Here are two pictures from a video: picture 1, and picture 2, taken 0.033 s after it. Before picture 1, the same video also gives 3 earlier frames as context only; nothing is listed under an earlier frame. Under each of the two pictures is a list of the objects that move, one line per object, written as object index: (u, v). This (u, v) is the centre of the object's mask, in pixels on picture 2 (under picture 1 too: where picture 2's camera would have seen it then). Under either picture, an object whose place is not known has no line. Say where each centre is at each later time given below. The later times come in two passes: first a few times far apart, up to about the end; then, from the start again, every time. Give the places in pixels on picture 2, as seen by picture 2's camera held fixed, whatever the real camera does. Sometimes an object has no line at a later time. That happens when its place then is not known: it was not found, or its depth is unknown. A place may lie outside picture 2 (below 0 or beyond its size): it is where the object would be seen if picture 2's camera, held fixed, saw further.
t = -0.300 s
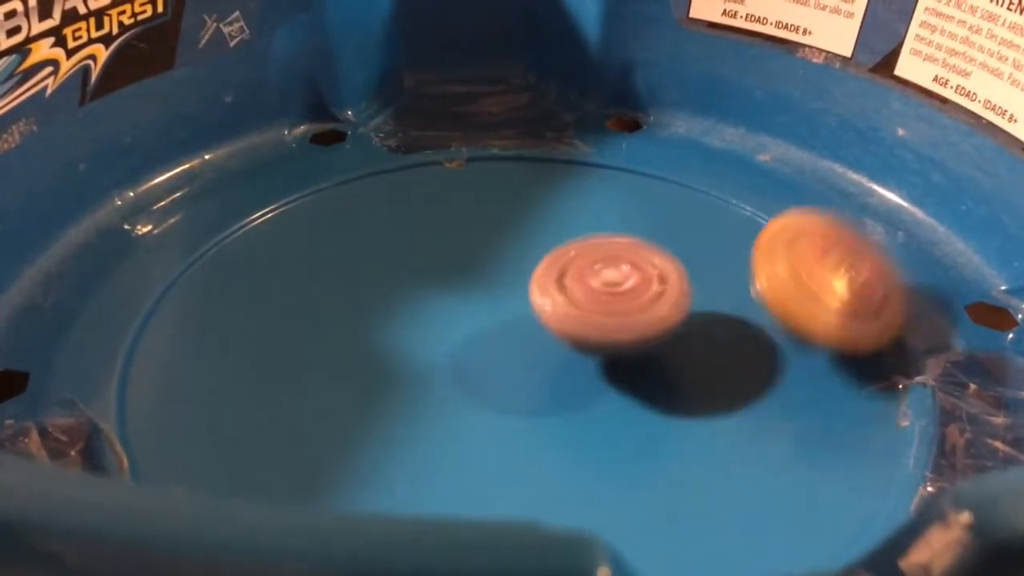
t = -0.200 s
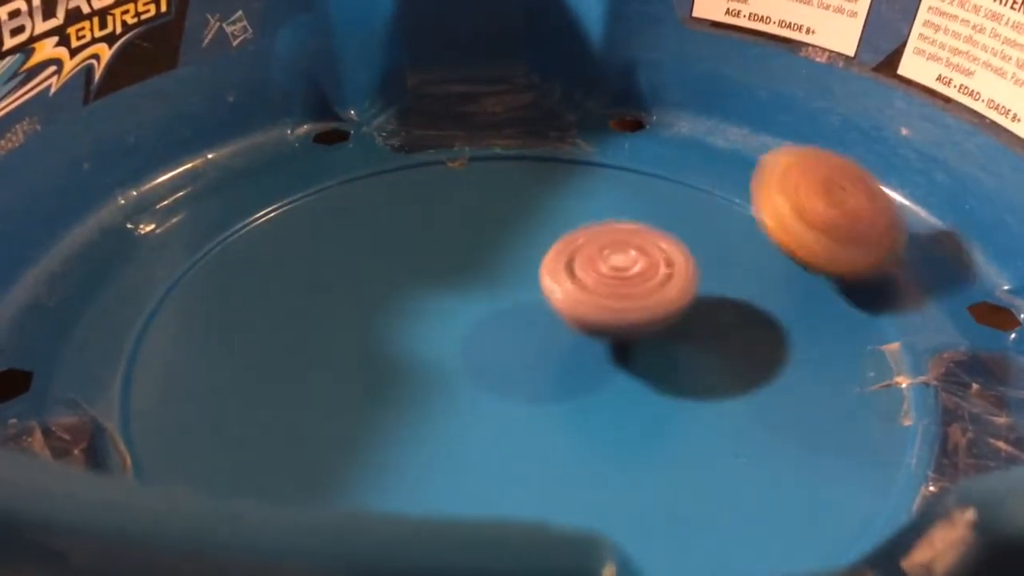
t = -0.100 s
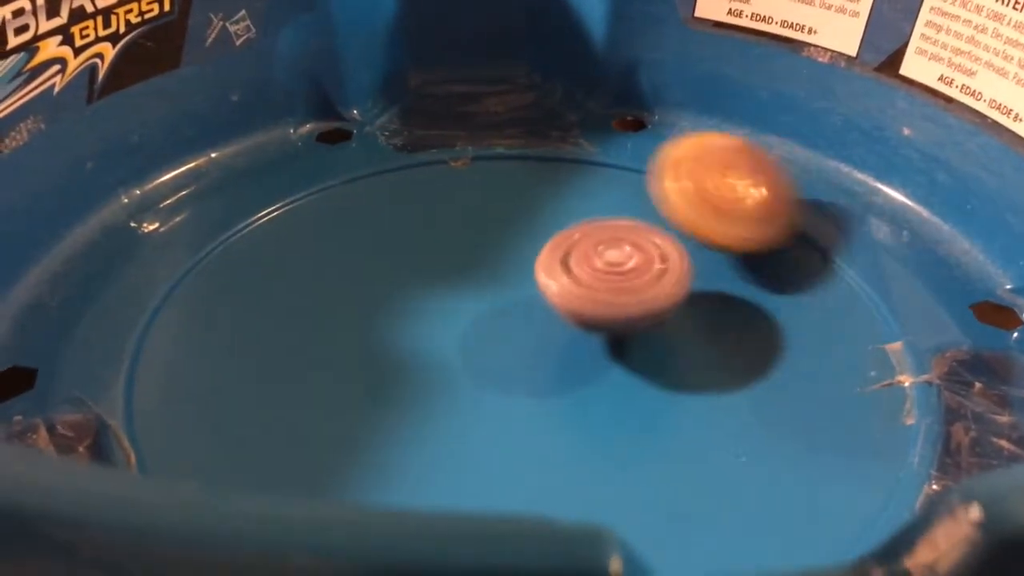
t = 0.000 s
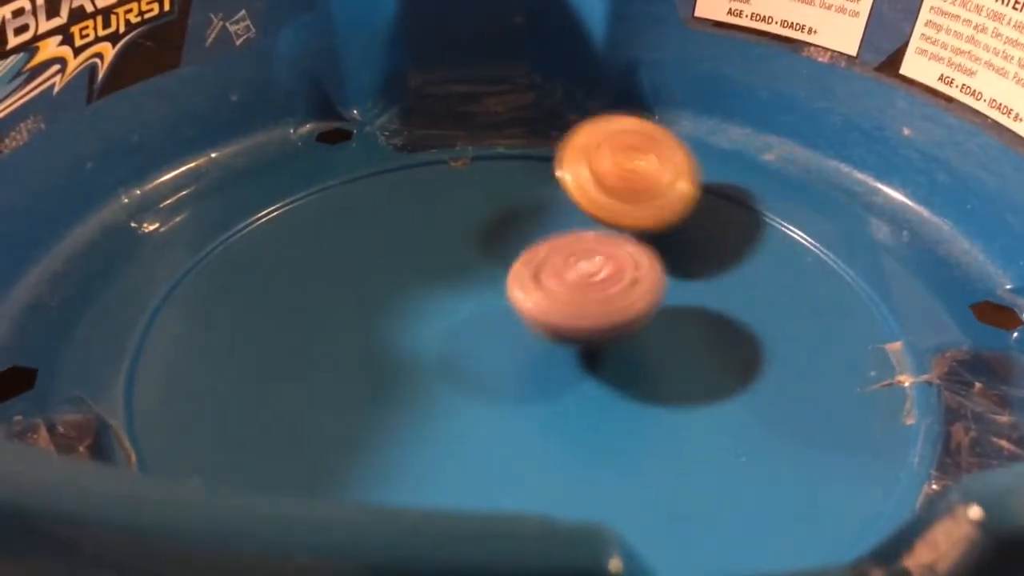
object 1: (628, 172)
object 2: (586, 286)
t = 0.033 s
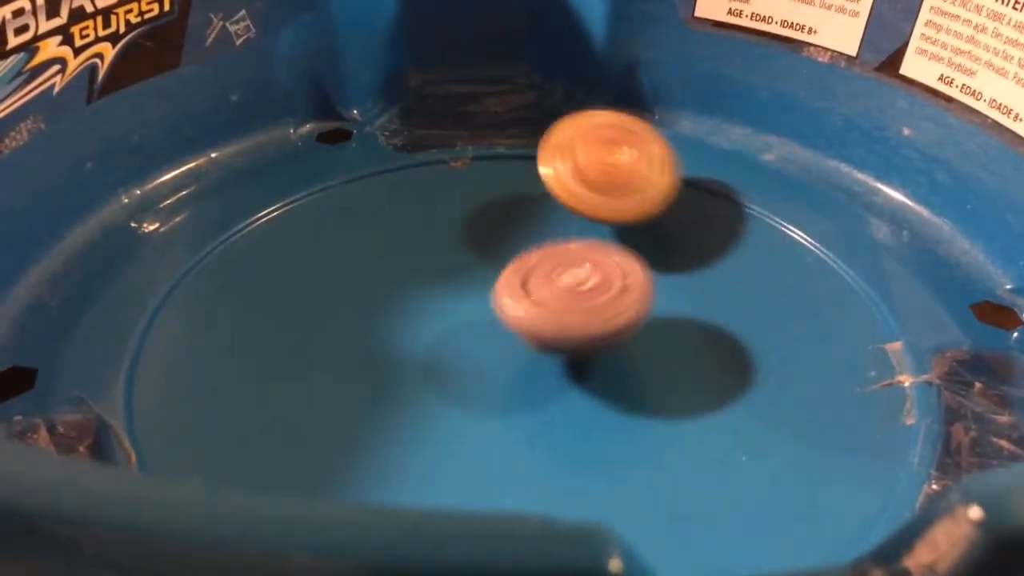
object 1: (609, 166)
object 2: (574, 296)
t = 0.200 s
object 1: (562, 186)
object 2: (537, 350)
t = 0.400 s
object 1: (618, 268)
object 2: (541, 405)
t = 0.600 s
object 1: (749, 333)
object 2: (567, 412)
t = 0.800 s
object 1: (834, 381)
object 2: (554, 377)
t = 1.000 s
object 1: (786, 412)
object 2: (495, 325)
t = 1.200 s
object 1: (620, 422)
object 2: (426, 290)
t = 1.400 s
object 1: (444, 423)
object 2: (388, 282)
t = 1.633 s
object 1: (295, 392)
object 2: (420, 296)
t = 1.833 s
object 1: (270, 338)
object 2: (503, 301)
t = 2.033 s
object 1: (325, 280)
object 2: (589, 286)
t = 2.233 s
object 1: (399, 228)
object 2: (623, 265)
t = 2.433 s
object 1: (482, 198)
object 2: (609, 268)
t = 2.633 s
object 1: (566, 195)
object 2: (583, 309)
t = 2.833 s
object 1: (645, 219)
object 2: (564, 363)
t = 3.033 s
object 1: (707, 269)
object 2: (560, 404)
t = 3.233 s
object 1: (725, 332)
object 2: (559, 403)
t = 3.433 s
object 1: (805, 356)
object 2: (342, 383)
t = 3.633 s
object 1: (707, 391)
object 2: (202, 369)
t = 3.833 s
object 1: (553, 401)
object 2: (212, 359)
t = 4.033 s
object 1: (473, 389)
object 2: (313, 288)
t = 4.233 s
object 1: (446, 339)
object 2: (376, 205)
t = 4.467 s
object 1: (423, 272)
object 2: (464, 161)
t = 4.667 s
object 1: (434, 248)
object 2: (562, 170)
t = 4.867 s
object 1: (476, 260)
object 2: (676, 207)
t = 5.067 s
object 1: (539, 273)
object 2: (766, 265)
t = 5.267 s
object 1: (596, 298)
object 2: (801, 341)
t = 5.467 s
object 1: (626, 328)
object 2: (739, 419)
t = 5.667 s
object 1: (585, 331)
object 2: (603, 475)
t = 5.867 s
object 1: (535, 337)
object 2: (413, 460)
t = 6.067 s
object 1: (489, 329)
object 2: (299, 402)
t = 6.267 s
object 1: (459, 311)
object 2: (285, 311)
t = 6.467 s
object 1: (486, 296)
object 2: (326, 228)
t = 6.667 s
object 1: (515, 289)
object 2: (411, 185)
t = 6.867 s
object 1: (546, 292)
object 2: (520, 183)
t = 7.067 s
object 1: (568, 306)
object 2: (641, 215)
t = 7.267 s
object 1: (575, 324)
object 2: (736, 277)
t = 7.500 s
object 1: (556, 343)
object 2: (774, 363)
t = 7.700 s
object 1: (524, 348)
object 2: (693, 429)
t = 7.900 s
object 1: (494, 337)
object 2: (532, 450)
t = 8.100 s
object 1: (480, 300)
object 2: (370, 428)
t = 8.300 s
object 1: (496, 273)
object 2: (299, 353)
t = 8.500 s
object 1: (528, 262)
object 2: (322, 277)
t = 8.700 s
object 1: (562, 271)
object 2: (403, 225)
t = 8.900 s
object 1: (583, 296)
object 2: (509, 203)
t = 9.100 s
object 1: (583, 328)
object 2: (621, 219)
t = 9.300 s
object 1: (554, 355)
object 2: (708, 266)
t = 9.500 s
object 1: (512, 363)
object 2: (739, 333)
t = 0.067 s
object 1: (591, 163)
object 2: (564, 306)
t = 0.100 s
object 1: (579, 165)
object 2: (556, 316)
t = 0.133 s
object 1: (570, 169)
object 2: (548, 327)
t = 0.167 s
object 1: (564, 176)
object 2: (542, 338)
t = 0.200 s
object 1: (562, 186)
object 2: (537, 350)
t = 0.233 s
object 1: (565, 198)
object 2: (534, 360)
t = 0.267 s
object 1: (569, 211)
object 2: (533, 371)
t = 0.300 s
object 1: (578, 225)
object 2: (533, 380)
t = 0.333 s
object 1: (588, 239)
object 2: (534, 389)
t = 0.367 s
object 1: (602, 254)
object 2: (537, 398)
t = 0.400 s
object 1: (618, 268)
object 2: (541, 405)
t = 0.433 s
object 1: (637, 281)
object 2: (545, 409)
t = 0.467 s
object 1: (658, 293)
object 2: (550, 413)
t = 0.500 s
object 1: (680, 304)
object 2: (554, 415)
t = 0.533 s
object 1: (703, 314)
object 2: (559, 416)
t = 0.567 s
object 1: (726, 324)
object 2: (563, 415)
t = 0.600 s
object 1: (749, 333)
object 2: (567, 412)
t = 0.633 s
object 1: (769, 342)
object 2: (569, 408)
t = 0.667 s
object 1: (787, 351)
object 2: (569, 403)
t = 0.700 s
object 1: (803, 359)
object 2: (567, 397)
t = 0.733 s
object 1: (816, 367)
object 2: (564, 391)
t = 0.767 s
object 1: (827, 374)
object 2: (560, 384)
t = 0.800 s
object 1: (834, 381)
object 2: (554, 377)
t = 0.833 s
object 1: (837, 387)
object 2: (547, 368)
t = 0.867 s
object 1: (835, 393)
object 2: (538, 359)
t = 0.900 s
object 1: (830, 399)
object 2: (529, 351)
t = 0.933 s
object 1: (820, 404)
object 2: (519, 342)
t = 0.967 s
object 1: (805, 408)
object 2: (507, 333)
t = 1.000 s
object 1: (786, 412)
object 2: (495, 325)
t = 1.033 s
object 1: (763, 415)
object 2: (483, 317)
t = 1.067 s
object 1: (738, 417)
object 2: (469, 310)
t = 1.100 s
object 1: (710, 419)
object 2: (457, 304)
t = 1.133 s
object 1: (680, 420)
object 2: (446, 298)
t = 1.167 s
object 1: (650, 422)
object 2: (435, 294)
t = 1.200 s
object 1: (620, 422)
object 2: (426, 290)
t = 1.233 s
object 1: (590, 422)
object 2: (417, 287)
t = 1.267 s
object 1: (560, 423)
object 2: (408, 284)
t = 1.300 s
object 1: (530, 423)
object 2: (402, 283)
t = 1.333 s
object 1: (501, 424)
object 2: (396, 282)
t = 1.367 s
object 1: (472, 423)
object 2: (391, 281)
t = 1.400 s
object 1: (444, 423)
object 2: (388, 282)
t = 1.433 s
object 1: (417, 421)
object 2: (386, 283)
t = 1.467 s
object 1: (391, 419)
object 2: (387, 285)
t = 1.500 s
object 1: (367, 416)
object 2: (390, 288)
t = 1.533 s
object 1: (344, 411)
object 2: (396, 290)
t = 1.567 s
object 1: (325, 406)
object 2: (402, 292)
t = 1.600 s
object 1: (308, 399)
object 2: (412, 294)
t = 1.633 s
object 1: (295, 392)
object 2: (420, 296)
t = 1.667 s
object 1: (283, 385)
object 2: (430, 297)
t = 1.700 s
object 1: (275, 376)
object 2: (443, 299)
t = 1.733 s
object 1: (269, 367)
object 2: (457, 300)
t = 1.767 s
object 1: (267, 358)
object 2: (472, 301)
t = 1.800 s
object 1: (267, 348)
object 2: (487, 302)
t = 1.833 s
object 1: (270, 338)
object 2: (503, 301)
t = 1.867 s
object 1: (275, 328)
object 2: (519, 300)
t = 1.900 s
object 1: (282, 319)
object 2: (535, 298)
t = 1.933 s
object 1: (291, 309)
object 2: (550, 295)
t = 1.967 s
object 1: (302, 299)
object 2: (564, 293)
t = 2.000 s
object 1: (313, 289)
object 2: (578, 289)
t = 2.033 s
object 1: (325, 280)
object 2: (589, 286)
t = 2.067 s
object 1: (337, 270)
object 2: (600, 280)
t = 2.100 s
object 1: (348, 261)
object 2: (608, 277)
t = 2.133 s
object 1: (361, 252)
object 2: (614, 273)
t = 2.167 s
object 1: (373, 244)
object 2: (619, 269)
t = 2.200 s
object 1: (386, 236)
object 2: (622, 267)
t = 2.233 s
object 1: (399, 228)
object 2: (623, 265)
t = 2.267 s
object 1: (412, 222)
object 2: (623, 264)
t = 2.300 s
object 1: (426, 215)
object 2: (623, 263)
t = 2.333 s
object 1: (439, 210)
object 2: (621, 263)
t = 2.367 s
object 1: (453, 205)
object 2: (617, 263)
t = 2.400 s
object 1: (468, 201)
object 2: (613, 265)
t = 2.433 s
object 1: (482, 198)
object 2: (609, 268)
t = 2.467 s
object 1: (496, 196)
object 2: (604, 271)
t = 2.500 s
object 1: (510, 194)
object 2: (599, 276)
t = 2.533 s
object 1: (524, 193)
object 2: (595, 281)
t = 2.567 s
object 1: (539, 192)
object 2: (591, 291)
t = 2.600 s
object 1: (553, 193)
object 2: (587, 300)
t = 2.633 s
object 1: (566, 195)
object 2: (583, 309)
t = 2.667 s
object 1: (580, 197)
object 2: (578, 318)
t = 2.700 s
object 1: (594, 199)
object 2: (575, 328)
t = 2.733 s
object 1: (607, 203)
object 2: (571, 336)
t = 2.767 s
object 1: (621, 207)
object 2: (568, 345)
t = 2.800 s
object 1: (633, 212)
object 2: (565, 354)
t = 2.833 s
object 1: (645, 219)
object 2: (564, 363)
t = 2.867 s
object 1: (658, 226)
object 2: (562, 371)
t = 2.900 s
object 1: (669, 233)
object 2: (561, 379)
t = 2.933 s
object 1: (679, 242)
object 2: (559, 387)
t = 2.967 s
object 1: (689, 251)
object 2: (558, 394)
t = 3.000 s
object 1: (699, 260)
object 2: (559, 399)
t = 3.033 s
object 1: (707, 269)
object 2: (560, 404)
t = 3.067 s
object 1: (714, 278)
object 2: (561, 407)
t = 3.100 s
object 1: (719, 288)
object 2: (561, 408)
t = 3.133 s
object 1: (724, 299)
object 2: (561, 408)
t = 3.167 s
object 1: (726, 310)
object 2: (560, 408)
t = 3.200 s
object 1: (726, 321)
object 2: (559, 405)
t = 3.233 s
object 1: (725, 332)
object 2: (559, 403)
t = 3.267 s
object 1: (723, 343)
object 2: (558, 400)
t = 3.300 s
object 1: (743, 349)
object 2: (529, 394)
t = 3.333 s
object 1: (778, 349)
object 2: (466, 394)
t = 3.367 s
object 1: (799, 350)
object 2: (416, 389)
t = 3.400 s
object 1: (807, 352)
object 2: (377, 385)
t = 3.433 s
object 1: (805, 356)
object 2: (342, 383)
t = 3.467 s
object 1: (795, 362)
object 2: (312, 380)
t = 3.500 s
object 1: (783, 368)
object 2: (286, 377)
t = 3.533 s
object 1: (768, 374)
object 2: (261, 375)
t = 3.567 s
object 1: (751, 380)
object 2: (238, 371)
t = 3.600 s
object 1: (730, 385)
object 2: (219, 369)
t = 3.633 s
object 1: (707, 391)
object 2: (202, 369)
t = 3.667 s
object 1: (683, 394)
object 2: (194, 366)
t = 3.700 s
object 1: (658, 398)
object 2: (190, 364)
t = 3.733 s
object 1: (632, 401)
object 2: (191, 363)
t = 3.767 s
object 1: (605, 402)
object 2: (195, 362)
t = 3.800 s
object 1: (579, 403)
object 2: (202, 361)
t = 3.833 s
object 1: (553, 401)
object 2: (212, 359)
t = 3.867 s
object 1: (528, 399)
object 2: (232, 353)
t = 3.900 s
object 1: (503, 395)
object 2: (254, 345)
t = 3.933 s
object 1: (479, 391)
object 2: (281, 337)
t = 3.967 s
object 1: (461, 386)
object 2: (300, 327)
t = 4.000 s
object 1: (468, 389)
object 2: (305, 304)
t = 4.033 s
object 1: (473, 389)
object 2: (313, 288)
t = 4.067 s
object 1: (475, 385)
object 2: (324, 269)
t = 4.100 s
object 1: (473, 379)
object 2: (334, 254)
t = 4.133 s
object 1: (468, 370)
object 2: (343, 241)
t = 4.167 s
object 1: (461, 360)
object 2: (354, 228)
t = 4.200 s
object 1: (454, 350)
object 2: (365, 216)
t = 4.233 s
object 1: (446, 339)
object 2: (376, 205)
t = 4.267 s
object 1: (439, 328)
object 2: (388, 195)
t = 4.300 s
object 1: (432, 318)
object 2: (400, 187)
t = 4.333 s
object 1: (427, 308)
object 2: (413, 178)
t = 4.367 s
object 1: (424, 298)
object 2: (426, 172)
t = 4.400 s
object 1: (422, 289)
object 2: (439, 166)
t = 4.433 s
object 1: (422, 280)
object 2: (451, 163)
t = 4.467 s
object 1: (423, 272)
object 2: (464, 161)
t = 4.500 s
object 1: (424, 264)
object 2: (476, 161)
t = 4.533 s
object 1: (427, 257)
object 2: (491, 161)
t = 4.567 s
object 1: (432, 251)
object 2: (504, 163)
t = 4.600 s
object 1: (437, 245)
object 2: (519, 166)
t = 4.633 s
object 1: (435, 245)
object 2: (541, 167)
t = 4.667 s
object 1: (434, 248)
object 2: (562, 170)
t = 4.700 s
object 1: (436, 251)
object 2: (582, 174)
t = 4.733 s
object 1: (441, 254)
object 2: (601, 180)
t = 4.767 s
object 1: (448, 256)
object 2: (620, 185)
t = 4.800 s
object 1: (456, 258)
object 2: (639, 192)
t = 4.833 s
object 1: (466, 259)
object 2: (658, 200)
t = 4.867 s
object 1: (476, 260)
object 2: (676, 207)
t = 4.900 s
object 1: (487, 261)
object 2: (693, 216)
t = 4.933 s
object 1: (497, 263)
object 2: (710, 224)
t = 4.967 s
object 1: (507, 264)
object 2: (726, 234)
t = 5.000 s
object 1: (518, 266)
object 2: (740, 244)
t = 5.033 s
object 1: (529, 269)
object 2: (754, 254)
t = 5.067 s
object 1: (539, 273)
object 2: (766, 265)
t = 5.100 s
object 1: (550, 276)
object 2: (777, 277)
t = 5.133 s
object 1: (560, 280)
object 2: (787, 289)
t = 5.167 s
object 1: (570, 284)
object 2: (794, 302)
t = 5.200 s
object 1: (579, 288)
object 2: (799, 314)
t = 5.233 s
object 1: (587, 293)
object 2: (801, 327)
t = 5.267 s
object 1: (596, 298)
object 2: (801, 341)
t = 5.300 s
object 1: (603, 303)
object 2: (797, 355)
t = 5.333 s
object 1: (610, 308)
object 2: (792, 368)
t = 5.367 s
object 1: (616, 314)
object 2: (782, 381)
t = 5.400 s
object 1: (621, 319)
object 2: (770, 394)
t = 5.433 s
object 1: (624, 325)
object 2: (755, 407)
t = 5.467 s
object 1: (626, 328)
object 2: (739, 419)
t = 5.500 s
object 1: (619, 326)
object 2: (724, 437)
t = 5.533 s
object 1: (612, 325)
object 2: (704, 451)
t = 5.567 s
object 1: (605, 325)
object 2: (681, 462)
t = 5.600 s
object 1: (598, 327)
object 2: (656, 471)
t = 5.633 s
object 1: (592, 329)
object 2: (631, 474)
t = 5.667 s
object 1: (585, 331)
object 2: (603, 475)
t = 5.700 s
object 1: (577, 333)
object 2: (572, 475)
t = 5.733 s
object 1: (570, 335)
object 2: (538, 473)
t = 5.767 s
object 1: (562, 336)
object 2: (506, 471)
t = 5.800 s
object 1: (553, 336)
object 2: (475, 468)
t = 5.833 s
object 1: (544, 337)
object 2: (443, 464)
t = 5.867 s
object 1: (535, 337)
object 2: (413, 460)
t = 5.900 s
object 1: (527, 336)
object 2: (388, 453)
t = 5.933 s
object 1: (519, 336)
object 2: (365, 446)
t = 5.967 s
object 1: (511, 335)
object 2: (344, 438)
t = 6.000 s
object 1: (503, 333)
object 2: (326, 428)
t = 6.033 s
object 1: (496, 331)
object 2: (311, 416)
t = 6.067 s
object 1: (489, 329)
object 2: (299, 402)
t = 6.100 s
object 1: (482, 327)
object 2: (289, 386)
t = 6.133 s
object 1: (476, 324)
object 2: (284, 371)
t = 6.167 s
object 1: (471, 321)
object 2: (280, 355)
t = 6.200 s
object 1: (466, 318)
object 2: (280, 341)
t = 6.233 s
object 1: (462, 315)
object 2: (281, 327)
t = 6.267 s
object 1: (459, 311)
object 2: (285, 311)
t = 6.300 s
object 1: (458, 308)
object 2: (289, 296)
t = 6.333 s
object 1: (466, 306)
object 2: (292, 281)
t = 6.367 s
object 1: (473, 304)
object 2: (297, 266)
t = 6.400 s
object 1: (478, 301)
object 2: (305, 251)
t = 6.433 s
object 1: (482, 299)
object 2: (315, 239)
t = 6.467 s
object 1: (486, 296)
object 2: (326, 228)
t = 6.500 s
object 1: (490, 294)
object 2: (338, 218)
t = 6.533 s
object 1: (494, 293)
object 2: (351, 210)
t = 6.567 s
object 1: (499, 291)
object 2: (365, 201)
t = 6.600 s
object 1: (505, 290)
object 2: (381, 195)
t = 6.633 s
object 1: (510, 289)
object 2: (396, 190)
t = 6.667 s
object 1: (515, 289)
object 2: (411, 185)
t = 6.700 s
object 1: (520, 288)
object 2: (429, 182)
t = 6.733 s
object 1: (526, 289)
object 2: (446, 180)
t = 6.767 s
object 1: (531, 289)
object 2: (464, 179)
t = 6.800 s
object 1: (536, 290)
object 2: (482, 179)
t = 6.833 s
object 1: (541, 291)
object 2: (502, 181)
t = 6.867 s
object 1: (546, 292)
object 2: (520, 183)
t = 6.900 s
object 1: (550, 294)
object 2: (539, 186)
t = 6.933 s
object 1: (554, 296)
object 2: (559, 190)
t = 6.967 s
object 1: (558, 298)
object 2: (579, 194)
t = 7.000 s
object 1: (562, 300)
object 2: (600, 200)
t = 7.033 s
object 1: (565, 303)
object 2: (621, 207)
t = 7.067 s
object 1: (568, 306)
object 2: (641, 215)
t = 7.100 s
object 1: (570, 309)
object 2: (659, 223)
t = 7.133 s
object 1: (572, 312)
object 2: (677, 233)
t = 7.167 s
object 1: (574, 315)
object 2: (694, 244)
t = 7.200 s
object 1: (574, 318)
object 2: (708, 254)
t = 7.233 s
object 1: (575, 321)
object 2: (723, 266)
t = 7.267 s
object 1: (575, 324)
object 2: (736, 277)
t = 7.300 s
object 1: (574, 327)
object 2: (748, 290)
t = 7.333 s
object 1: (572, 330)
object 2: (759, 301)
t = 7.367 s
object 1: (570, 333)
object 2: (768, 313)
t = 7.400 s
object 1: (567, 336)
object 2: (774, 325)
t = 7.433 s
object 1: (564, 339)
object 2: (777, 337)
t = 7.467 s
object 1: (560, 341)
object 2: (776, 350)
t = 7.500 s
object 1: (556, 343)
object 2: (774, 363)
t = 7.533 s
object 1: (551, 345)
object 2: (769, 376)
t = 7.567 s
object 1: (546, 346)
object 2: (759, 388)
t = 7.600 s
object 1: (541, 348)
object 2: (747, 400)
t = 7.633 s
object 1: (535, 348)
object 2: (733, 411)
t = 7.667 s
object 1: (529, 349)
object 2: (714, 421)
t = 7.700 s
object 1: (524, 348)
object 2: (693, 429)
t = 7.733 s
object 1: (518, 348)
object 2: (670, 437)
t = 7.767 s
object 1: (513, 347)
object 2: (645, 444)
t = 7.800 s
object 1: (508, 346)
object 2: (618, 448)
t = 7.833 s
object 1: (503, 344)
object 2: (591, 449)
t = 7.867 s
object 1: (497, 340)
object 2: (563, 450)
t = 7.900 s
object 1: (494, 337)
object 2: (532, 450)
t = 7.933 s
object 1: (490, 329)
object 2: (500, 451)
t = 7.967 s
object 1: (486, 322)
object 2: (470, 449)
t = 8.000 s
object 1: (483, 316)
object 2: (442, 445)
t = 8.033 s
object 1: (480, 311)
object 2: (416, 441)
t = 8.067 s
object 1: (479, 305)
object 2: (391, 436)
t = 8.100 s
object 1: (480, 300)
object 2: (370, 428)
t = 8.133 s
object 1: (481, 294)
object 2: (350, 416)
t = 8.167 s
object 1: (482, 289)
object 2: (333, 405)
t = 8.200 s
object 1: (484, 285)
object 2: (319, 393)
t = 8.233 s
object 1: (487, 281)
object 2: (309, 381)
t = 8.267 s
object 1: (491, 277)
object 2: (303, 367)
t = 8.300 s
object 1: (496, 273)
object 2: (299, 353)
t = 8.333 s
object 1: (500, 270)
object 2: (297, 340)
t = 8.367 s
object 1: (505, 268)
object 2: (298, 327)
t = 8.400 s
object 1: (511, 265)
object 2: (301, 313)
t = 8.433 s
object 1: (516, 264)
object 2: (305, 301)
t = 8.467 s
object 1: (522, 263)
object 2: (311, 289)
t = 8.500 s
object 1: (528, 262)
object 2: (322, 277)
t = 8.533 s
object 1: (534, 262)
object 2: (334, 265)
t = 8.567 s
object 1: (540, 263)
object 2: (346, 255)
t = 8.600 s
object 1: (546, 264)
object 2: (359, 246)
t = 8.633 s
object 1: (551, 266)
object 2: (374, 238)
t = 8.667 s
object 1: (557, 269)
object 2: (387, 231)
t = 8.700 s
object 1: (562, 271)
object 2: (403, 225)
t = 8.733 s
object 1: (566, 275)
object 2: (420, 219)
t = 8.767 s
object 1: (571, 278)
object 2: (439, 214)
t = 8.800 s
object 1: (575, 283)
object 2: (455, 211)
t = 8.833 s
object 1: (578, 287)
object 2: (474, 208)
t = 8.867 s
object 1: (581, 292)
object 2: (492, 205)
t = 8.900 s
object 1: (583, 296)
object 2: (509, 203)
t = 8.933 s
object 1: (585, 302)
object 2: (528, 203)
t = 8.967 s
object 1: (587, 307)
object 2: (547, 205)
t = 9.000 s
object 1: (587, 313)
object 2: (566, 207)
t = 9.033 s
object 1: (587, 318)
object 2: (584, 210)
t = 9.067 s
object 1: (585, 323)
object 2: (603, 214)
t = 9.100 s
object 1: (583, 328)
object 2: (621, 219)
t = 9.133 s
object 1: (580, 334)
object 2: (637, 225)
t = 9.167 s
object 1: (576, 338)
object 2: (652, 233)
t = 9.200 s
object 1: (571, 343)
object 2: (669, 241)
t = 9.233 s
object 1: (566, 347)
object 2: (683, 249)
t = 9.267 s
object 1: (560, 351)
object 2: (697, 258)
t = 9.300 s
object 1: (554, 355)
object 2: (708, 266)
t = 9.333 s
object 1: (547, 357)
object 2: (717, 277)
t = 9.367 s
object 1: (540, 360)
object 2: (725, 287)
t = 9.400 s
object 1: (533, 362)
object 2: (732, 299)
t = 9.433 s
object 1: (526, 363)
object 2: (737, 311)
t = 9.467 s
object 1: (519, 363)
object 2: (740, 322)
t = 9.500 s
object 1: (512, 363)
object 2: (739, 333)
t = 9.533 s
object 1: (505, 362)
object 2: (736, 346)
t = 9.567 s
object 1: (498, 360)
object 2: (730, 357)
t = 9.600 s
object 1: (491, 358)
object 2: (721, 369)
